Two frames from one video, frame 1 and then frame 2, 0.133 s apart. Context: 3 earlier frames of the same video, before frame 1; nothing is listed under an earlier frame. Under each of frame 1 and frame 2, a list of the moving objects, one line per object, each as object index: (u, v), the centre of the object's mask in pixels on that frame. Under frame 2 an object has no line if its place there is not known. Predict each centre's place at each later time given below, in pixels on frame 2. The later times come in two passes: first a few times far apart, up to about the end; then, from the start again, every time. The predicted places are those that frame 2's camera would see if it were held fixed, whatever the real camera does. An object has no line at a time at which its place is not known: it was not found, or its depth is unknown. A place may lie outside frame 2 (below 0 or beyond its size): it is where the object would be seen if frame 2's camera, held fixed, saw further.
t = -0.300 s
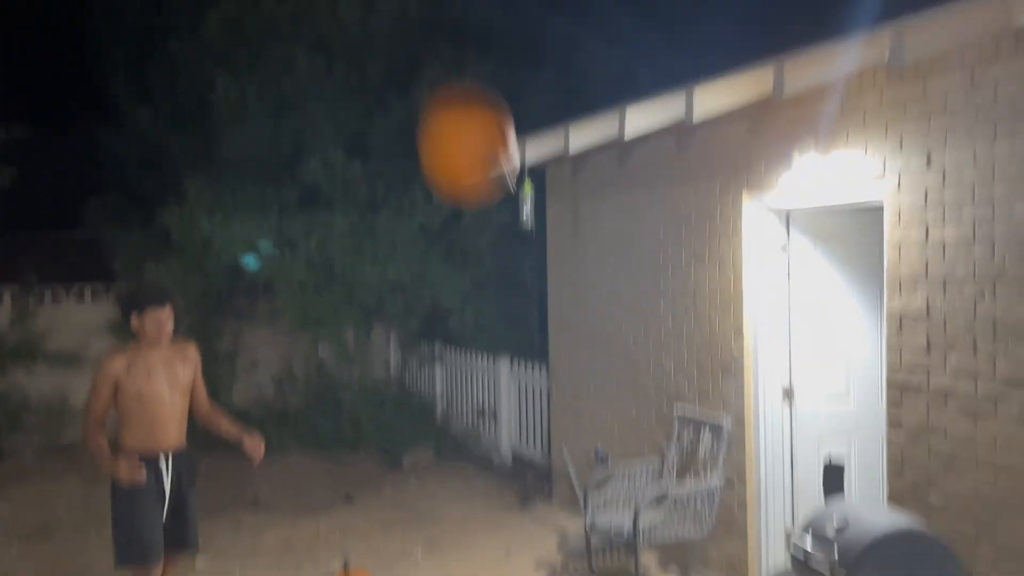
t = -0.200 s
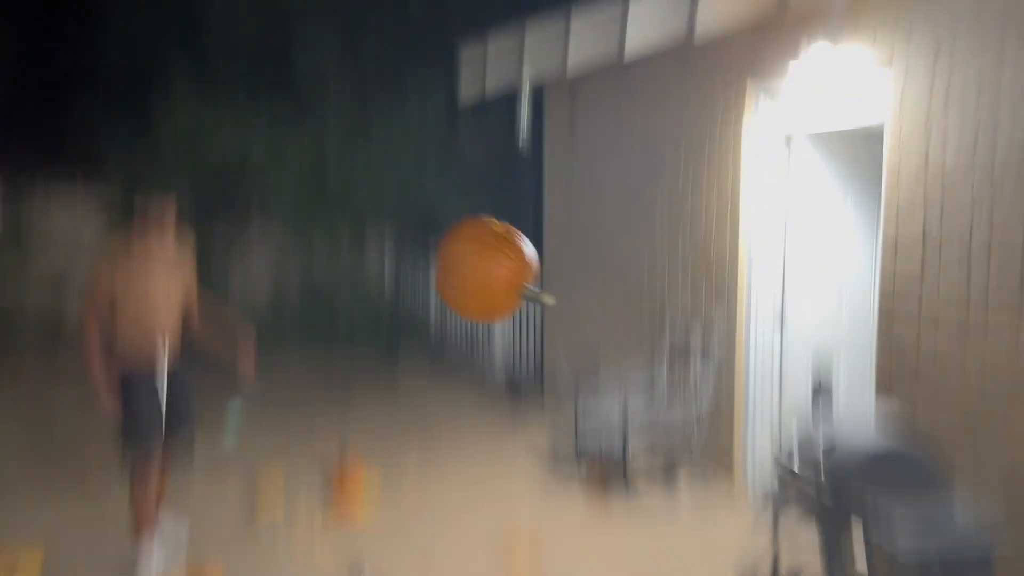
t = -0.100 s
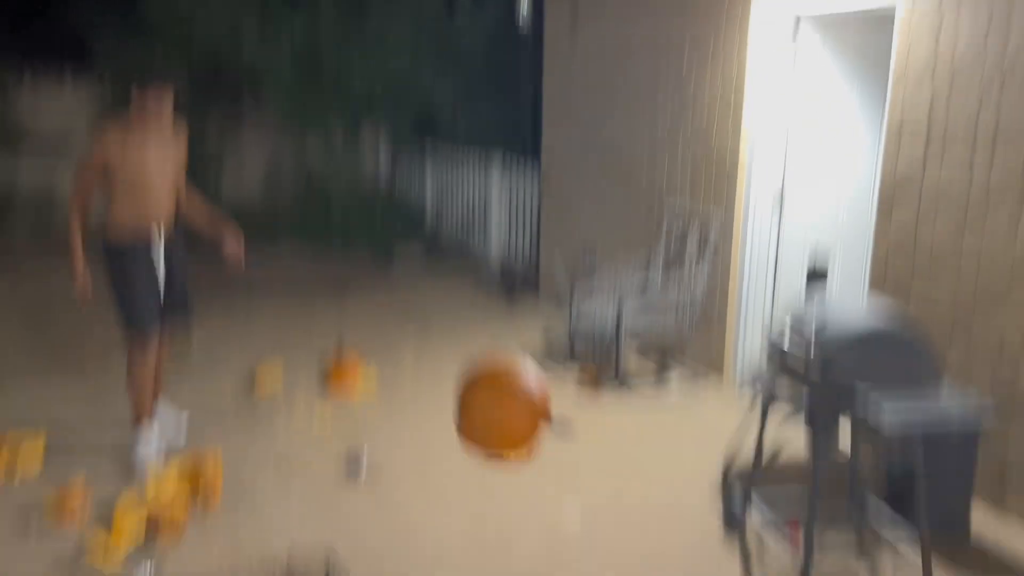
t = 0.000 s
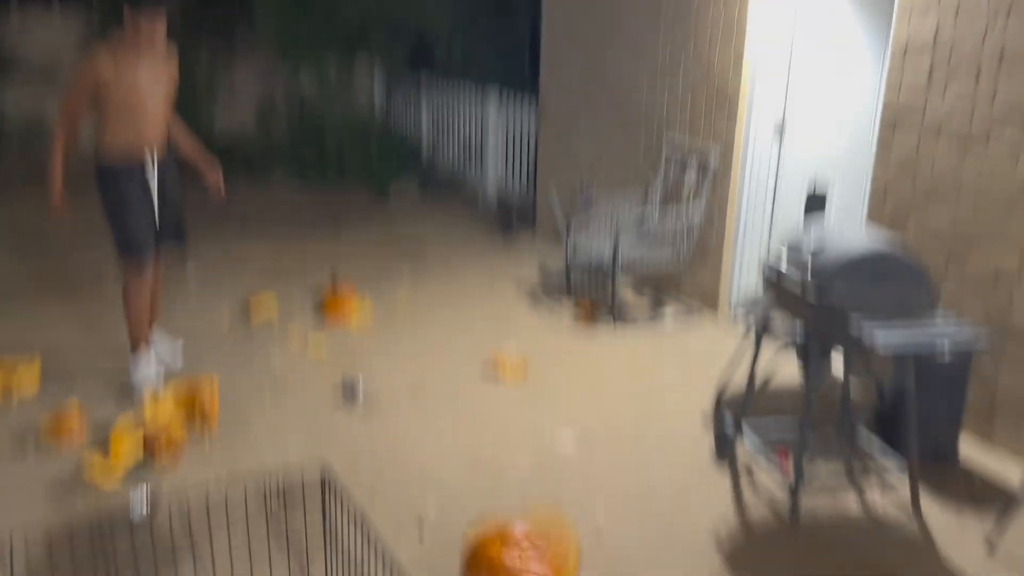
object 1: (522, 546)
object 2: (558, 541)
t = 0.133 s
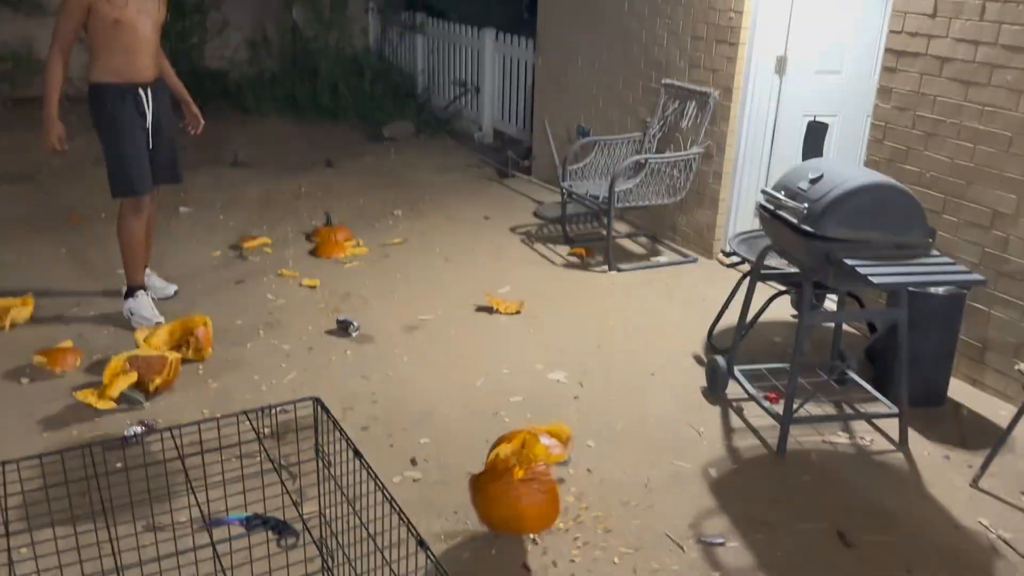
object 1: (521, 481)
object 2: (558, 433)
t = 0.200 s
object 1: (531, 486)
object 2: (544, 431)
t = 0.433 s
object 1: (559, 502)
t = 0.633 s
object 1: (563, 498)
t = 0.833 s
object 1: (557, 497)
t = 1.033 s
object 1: (553, 498)
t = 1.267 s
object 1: (547, 498)
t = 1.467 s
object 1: (538, 497)
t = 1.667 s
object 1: (516, 495)
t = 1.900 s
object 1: (509, 491)
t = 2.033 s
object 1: (520, 494)
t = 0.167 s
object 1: (526, 483)
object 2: (552, 431)
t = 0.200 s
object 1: (531, 486)
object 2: (544, 431)
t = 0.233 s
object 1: (535, 488)
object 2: (537, 436)
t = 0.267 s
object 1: (539, 489)
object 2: (537, 440)
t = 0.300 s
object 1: (543, 489)
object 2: (537, 439)
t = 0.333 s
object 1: (549, 502)
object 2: (538, 439)
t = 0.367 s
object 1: (552, 502)
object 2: (539, 441)
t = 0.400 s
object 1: (556, 503)
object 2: (540, 442)
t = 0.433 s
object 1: (559, 502)
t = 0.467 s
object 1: (560, 502)
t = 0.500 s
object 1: (561, 501)
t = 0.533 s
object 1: (562, 500)
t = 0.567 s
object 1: (562, 499)
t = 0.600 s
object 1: (563, 498)
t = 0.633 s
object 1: (563, 498)
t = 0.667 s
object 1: (562, 497)
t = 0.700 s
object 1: (562, 497)
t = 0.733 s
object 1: (560, 497)
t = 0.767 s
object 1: (560, 497)
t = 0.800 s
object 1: (558, 497)
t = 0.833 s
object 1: (557, 497)
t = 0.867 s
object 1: (556, 498)
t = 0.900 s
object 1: (555, 498)
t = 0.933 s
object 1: (555, 498)
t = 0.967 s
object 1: (554, 498)
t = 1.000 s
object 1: (553, 498)
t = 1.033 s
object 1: (553, 498)
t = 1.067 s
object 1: (552, 498)
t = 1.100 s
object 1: (552, 498)
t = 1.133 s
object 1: (551, 498)
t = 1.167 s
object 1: (550, 498)
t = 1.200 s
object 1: (549, 498)
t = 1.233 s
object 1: (548, 498)
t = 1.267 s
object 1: (547, 498)
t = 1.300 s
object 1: (546, 498)
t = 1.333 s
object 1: (545, 498)
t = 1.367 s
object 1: (543, 497)
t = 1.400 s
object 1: (542, 497)
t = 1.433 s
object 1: (540, 497)
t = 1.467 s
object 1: (538, 497)
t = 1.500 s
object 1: (536, 497)
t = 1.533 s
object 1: (533, 496)
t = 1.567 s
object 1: (529, 495)
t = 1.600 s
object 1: (525, 496)
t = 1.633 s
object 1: (521, 495)
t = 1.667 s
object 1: (516, 495)
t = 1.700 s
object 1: (512, 494)
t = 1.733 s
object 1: (510, 493)
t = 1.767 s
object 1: (508, 493)
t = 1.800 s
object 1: (507, 492)
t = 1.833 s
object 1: (507, 492)
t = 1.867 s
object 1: (508, 491)
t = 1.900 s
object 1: (509, 491)
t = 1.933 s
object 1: (511, 492)
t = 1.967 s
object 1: (513, 492)
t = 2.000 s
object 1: (516, 494)
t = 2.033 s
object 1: (520, 494)
